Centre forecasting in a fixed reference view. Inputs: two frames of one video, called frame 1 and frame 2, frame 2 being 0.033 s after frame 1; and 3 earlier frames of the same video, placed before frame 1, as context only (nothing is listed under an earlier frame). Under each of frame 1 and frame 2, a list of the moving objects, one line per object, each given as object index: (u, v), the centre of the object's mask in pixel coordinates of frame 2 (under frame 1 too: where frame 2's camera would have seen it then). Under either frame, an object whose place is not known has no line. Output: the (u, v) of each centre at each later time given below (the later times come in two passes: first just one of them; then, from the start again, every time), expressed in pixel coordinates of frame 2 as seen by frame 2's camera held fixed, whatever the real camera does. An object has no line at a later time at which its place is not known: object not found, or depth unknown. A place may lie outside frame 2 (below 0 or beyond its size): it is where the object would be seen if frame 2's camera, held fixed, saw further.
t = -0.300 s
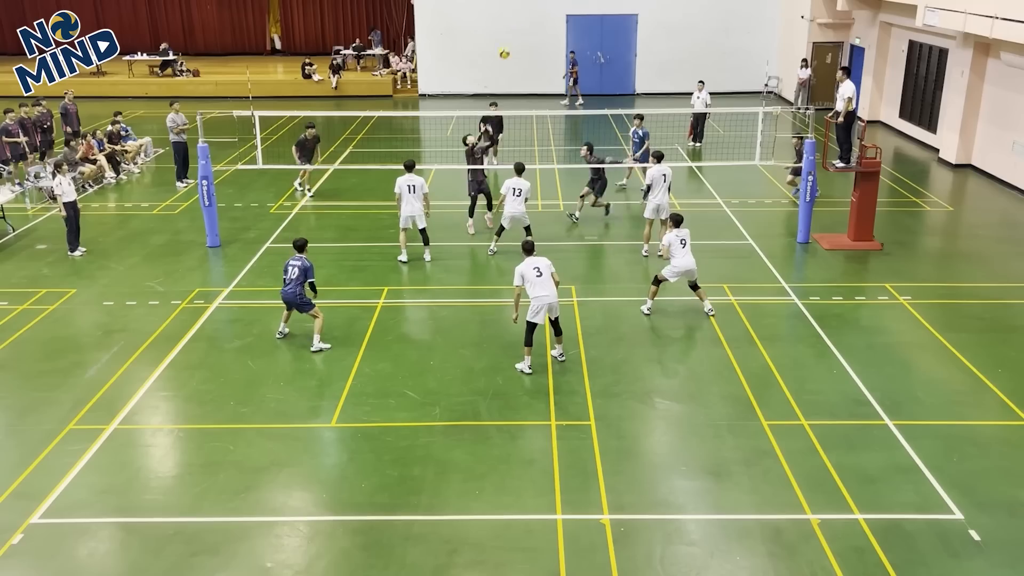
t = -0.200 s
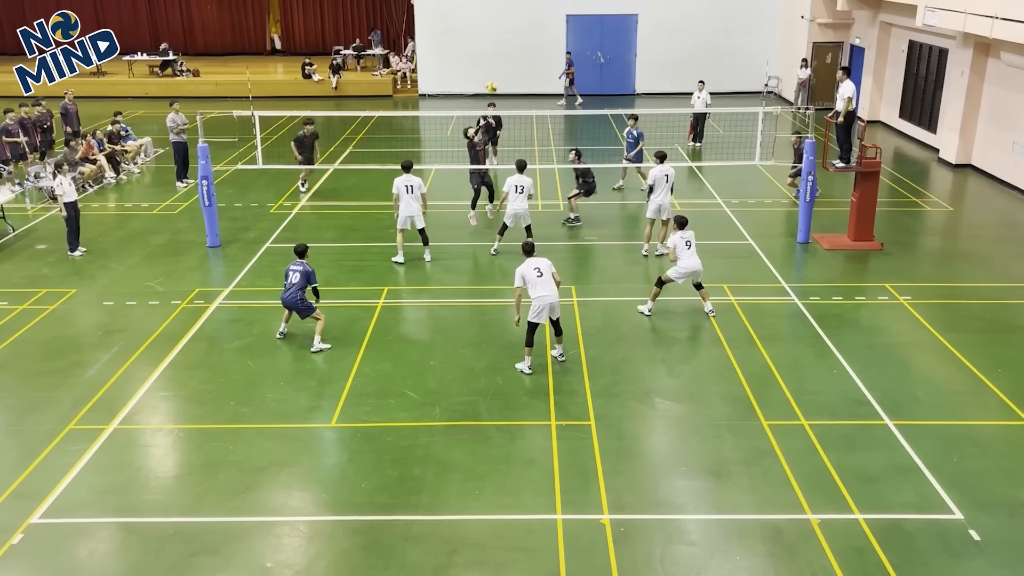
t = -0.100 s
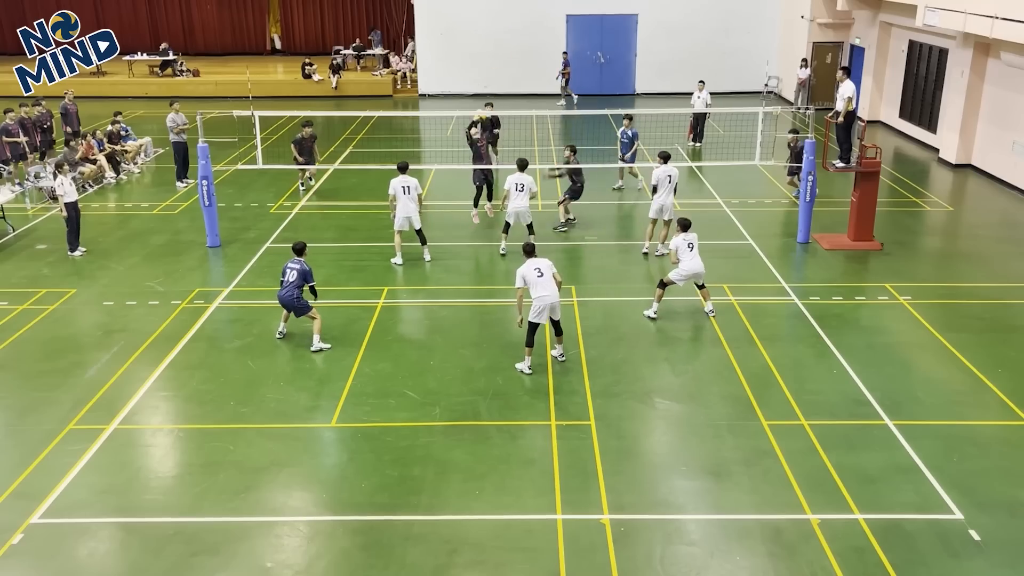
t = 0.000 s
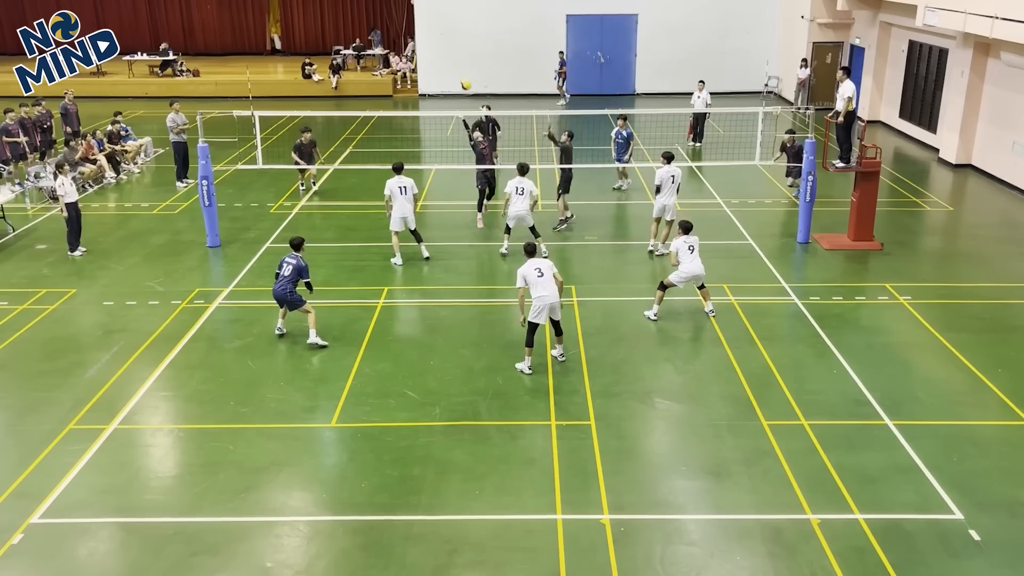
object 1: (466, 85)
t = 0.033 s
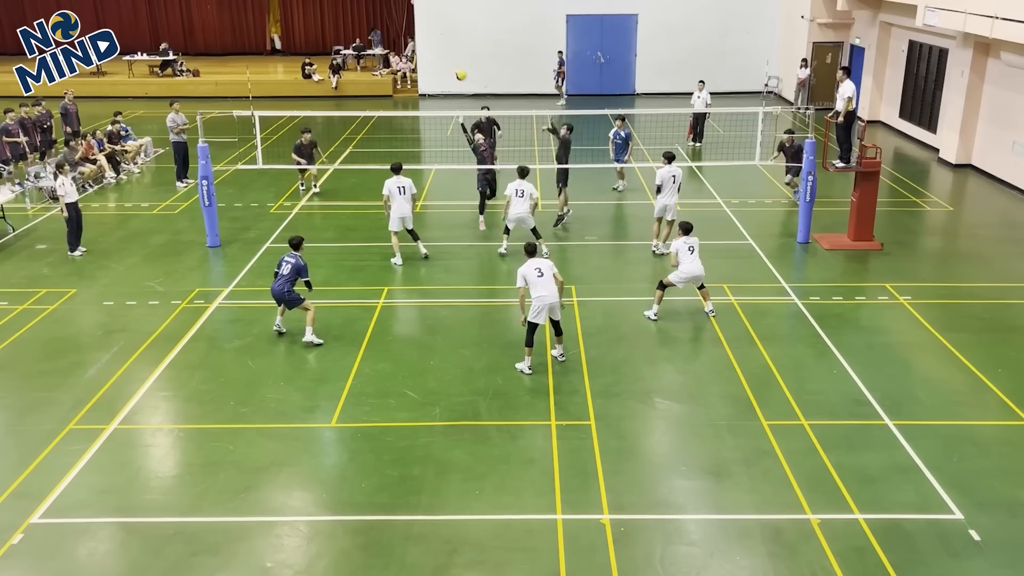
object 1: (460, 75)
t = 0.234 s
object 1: (430, 30)
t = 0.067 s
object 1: (455, 66)
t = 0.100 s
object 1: (450, 57)
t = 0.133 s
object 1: (445, 50)
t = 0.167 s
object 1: (440, 42)
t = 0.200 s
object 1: (435, 36)
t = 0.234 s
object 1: (430, 30)
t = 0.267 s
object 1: (425, 25)
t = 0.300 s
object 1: (420, 20)
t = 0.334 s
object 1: (415, 16)
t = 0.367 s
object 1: (410, 12)
